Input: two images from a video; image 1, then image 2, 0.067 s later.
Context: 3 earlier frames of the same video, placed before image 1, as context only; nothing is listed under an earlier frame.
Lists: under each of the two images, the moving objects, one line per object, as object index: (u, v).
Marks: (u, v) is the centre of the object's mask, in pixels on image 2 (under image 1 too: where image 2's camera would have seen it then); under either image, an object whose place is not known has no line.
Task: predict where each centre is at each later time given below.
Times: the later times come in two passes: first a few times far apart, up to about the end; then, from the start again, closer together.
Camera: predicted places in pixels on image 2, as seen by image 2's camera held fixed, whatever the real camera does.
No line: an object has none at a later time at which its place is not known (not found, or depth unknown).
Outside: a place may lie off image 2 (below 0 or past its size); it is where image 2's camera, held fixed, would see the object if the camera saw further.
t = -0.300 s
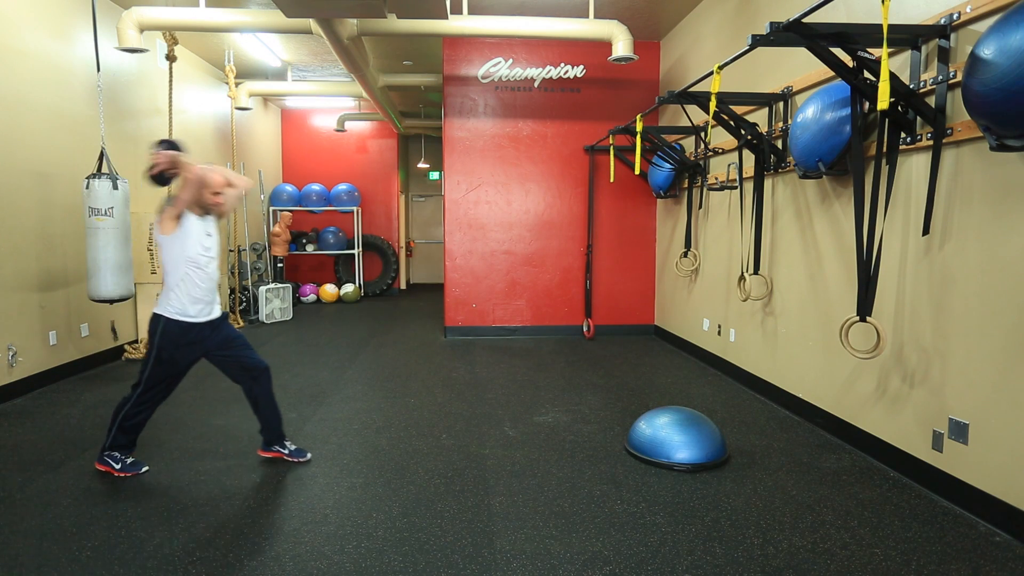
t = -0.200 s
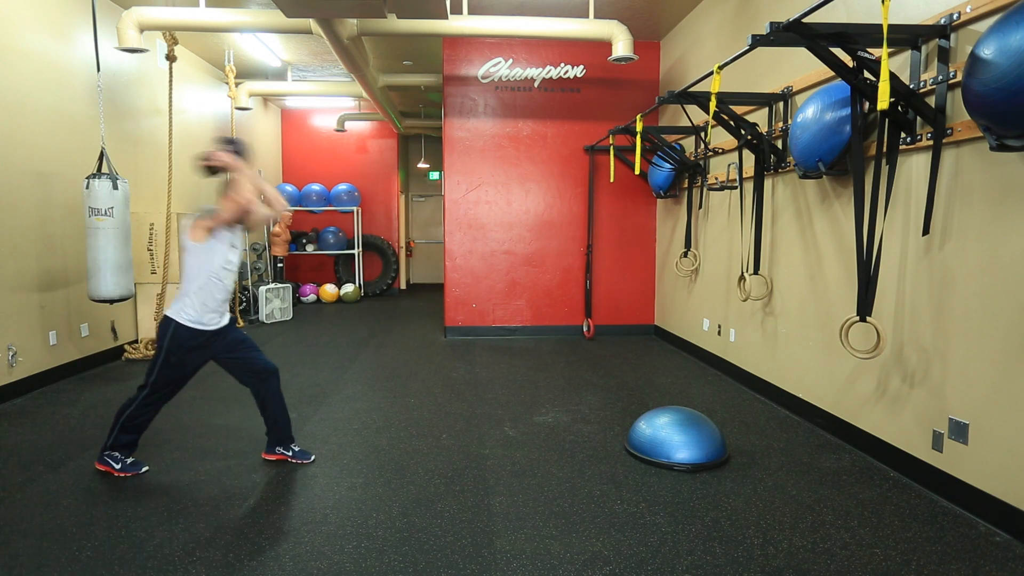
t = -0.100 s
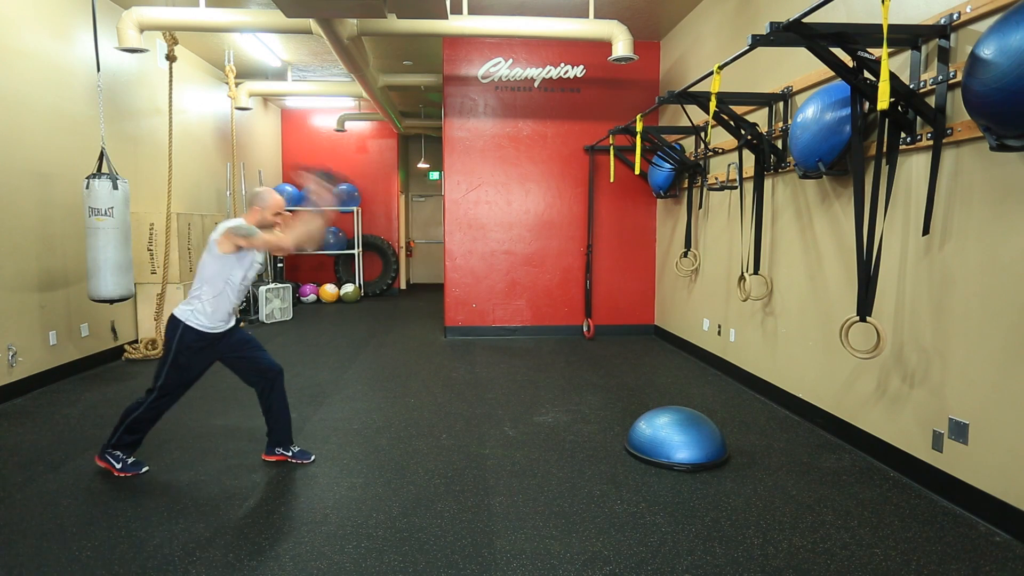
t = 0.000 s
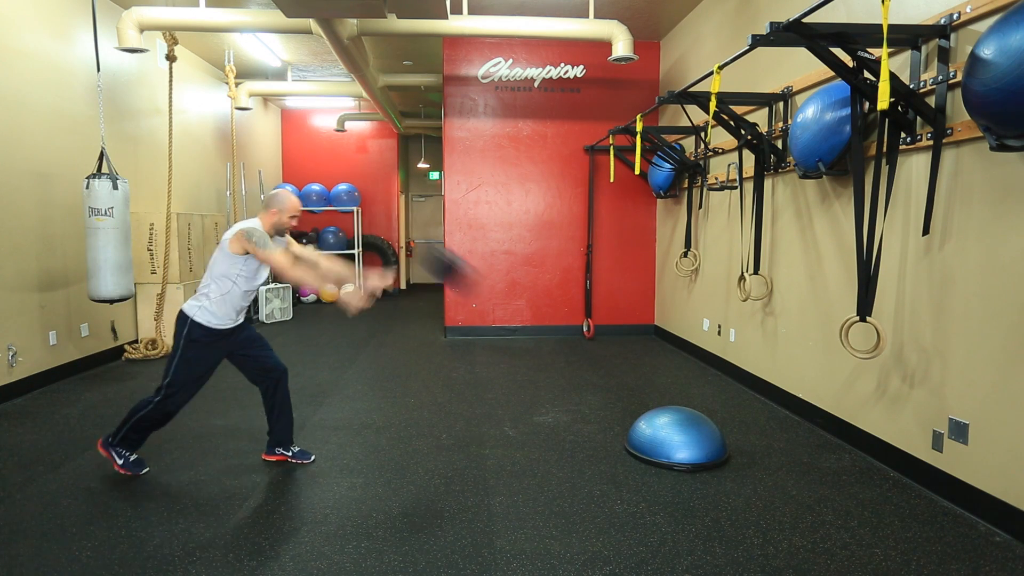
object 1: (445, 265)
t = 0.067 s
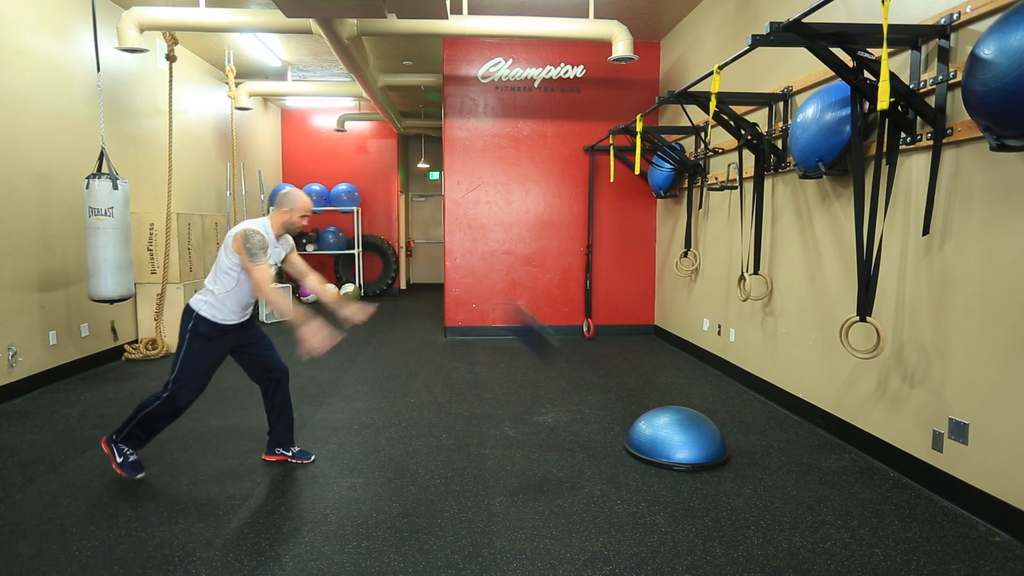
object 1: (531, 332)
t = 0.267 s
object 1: (633, 395)
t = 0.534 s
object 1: (510, 289)
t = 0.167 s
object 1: (639, 432)
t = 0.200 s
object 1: (650, 430)
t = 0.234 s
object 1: (643, 412)
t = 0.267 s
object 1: (633, 395)
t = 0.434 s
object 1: (556, 316)
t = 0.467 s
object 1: (540, 305)
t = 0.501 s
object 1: (525, 297)
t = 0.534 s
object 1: (510, 289)
